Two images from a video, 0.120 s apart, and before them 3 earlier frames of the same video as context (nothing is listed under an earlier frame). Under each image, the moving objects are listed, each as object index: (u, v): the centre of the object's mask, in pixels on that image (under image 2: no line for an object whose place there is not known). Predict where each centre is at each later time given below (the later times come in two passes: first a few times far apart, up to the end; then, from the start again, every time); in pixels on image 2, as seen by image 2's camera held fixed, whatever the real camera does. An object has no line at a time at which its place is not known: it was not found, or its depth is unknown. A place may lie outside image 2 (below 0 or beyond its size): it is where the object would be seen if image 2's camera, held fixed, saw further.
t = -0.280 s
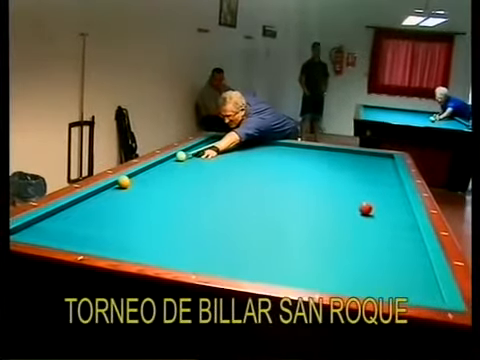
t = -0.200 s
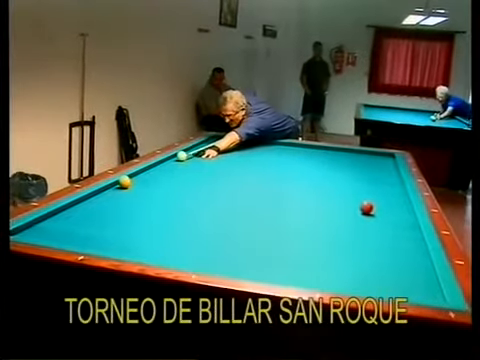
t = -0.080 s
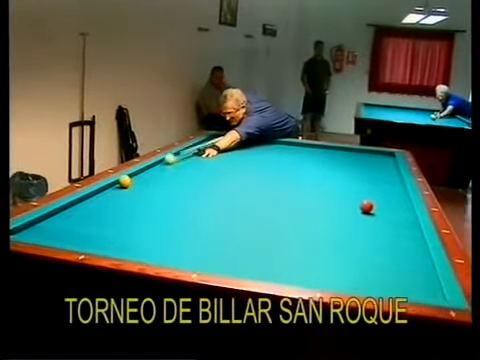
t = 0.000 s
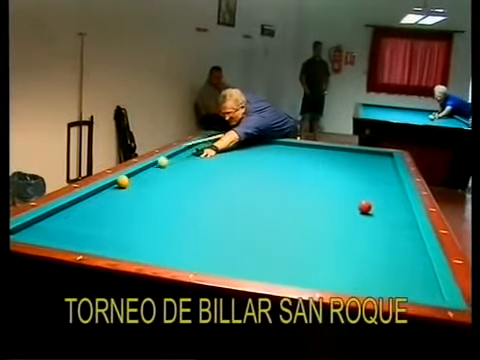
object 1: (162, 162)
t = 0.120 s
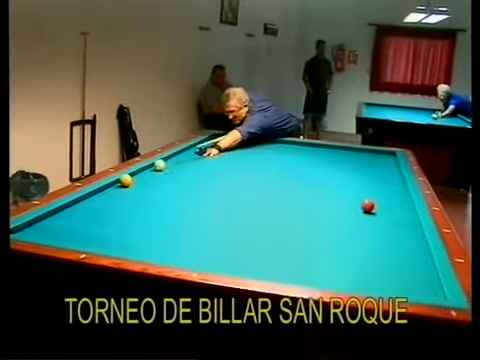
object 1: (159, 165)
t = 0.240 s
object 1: (153, 169)
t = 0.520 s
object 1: (137, 183)
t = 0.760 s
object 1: (121, 196)
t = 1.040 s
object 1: (96, 217)
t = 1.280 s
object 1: (70, 235)
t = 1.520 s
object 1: (106, 232)
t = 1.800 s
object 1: (151, 224)
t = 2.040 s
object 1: (183, 217)
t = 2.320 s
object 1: (218, 209)
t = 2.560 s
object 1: (244, 205)
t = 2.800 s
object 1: (269, 200)
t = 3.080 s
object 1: (294, 196)
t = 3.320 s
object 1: (313, 192)
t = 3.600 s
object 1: (333, 188)
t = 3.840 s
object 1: (349, 185)
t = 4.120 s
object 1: (365, 182)
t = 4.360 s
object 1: (376, 180)
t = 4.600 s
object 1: (388, 177)
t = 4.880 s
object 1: (397, 174)
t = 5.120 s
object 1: (391, 172)
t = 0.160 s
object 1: (157, 166)
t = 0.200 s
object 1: (155, 168)
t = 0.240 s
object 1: (153, 169)
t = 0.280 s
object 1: (151, 171)
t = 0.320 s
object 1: (149, 173)
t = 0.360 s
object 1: (147, 175)
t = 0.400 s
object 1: (145, 176)
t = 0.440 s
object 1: (143, 179)
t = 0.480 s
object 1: (140, 181)
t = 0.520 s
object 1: (137, 183)
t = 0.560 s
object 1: (136, 185)
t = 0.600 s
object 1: (132, 187)
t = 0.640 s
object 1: (130, 189)
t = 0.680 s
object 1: (127, 192)
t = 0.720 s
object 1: (124, 194)
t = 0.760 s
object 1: (121, 196)
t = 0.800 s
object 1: (118, 199)
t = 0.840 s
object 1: (115, 202)
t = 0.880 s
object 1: (111, 204)
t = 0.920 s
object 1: (108, 207)
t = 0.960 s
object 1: (104, 210)
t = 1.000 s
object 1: (100, 213)
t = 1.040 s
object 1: (96, 217)
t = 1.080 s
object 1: (93, 220)
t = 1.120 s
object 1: (88, 223)
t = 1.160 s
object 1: (84, 226)
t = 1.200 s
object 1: (79, 230)
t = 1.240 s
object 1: (74, 232)
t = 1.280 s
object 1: (70, 235)
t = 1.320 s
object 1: (69, 237)
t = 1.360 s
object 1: (76, 235)
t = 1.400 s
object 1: (84, 235)
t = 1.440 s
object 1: (93, 234)
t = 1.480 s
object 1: (100, 233)
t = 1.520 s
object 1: (106, 232)
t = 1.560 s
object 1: (113, 231)
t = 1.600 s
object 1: (120, 230)
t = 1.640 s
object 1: (127, 229)
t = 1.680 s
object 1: (133, 228)
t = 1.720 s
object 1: (139, 226)
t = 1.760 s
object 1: (145, 225)
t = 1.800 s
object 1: (151, 224)
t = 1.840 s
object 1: (157, 223)
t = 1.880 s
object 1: (162, 221)
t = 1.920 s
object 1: (167, 220)
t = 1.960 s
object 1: (173, 219)
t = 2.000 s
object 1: (178, 218)
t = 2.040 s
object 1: (183, 217)
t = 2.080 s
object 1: (189, 216)
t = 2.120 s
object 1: (194, 214)
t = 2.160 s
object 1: (199, 213)
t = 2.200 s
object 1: (204, 212)
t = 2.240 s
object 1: (209, 211)
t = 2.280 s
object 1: (213, 211)
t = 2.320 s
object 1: (218, 209)
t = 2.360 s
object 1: (223, 208)
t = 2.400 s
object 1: (228, 208)
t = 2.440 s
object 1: (232, 207)
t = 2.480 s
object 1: (237, 207)
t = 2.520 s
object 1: (241, 206)
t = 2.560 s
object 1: (244, 205)
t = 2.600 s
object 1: (249, 205)
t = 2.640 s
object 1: (253, 204)
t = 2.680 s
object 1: (257, 203)
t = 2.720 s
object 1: (262, 202)
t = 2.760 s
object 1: (265, 201)
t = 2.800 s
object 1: (269, 200)
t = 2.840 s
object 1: (273, 200)
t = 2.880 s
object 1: (277, 199)
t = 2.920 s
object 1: (280, 199)
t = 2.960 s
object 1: (284, 198)
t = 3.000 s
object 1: (287, 197)
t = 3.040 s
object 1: (291, 196)
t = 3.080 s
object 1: (294, 196)
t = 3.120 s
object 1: (297, 195)
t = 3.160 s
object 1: (301, 194)
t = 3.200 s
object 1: (304, 194)
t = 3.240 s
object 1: (308, 193)
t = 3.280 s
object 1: (311, 193)
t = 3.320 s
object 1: (313, 192)
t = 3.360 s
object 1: (316, 191)
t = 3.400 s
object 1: (318, 191)
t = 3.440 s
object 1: (322, 190)
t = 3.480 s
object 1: (325, 190)
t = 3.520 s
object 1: (328, 189)
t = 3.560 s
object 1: (330, 188)
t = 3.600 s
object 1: (333, 188)
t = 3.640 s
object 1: (335, 187)
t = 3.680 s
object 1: (339, 187)
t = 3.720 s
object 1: (342, 186)
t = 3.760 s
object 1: (344, 186)
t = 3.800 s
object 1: (347, 185)
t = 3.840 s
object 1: (349, 185)
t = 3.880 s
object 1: (351, 184)
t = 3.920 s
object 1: (354, 184)
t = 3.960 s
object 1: (356, 183)
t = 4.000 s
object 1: (358, 183)
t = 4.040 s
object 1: (360, 183)
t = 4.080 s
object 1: (363, 182)
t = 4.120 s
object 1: (365, 182)
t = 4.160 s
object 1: (367, 182)
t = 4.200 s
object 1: (369, 181)
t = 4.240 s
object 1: (371, 181)
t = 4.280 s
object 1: (373, 181)
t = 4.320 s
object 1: (375, 180)
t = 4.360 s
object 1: (376, 180)
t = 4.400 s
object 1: (378, 179)
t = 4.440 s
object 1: (381, 179)
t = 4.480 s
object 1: (382, 178)
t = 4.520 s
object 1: (384, 178)
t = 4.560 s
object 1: (385, 178)
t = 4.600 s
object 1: (388, 177)
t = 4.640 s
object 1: (390, 177)
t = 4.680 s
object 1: (392, 176)
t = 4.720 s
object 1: (393, 176)
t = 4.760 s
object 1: (395, 175)
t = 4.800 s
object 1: (397, 175)
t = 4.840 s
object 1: (398, 175)
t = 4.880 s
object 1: (397, 174)
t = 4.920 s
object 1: (396, 174)
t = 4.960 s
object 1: (396, 173)
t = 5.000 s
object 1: (394, 173)
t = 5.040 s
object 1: (393, 173)
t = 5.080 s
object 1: (392, 172)
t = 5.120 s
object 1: (391, 172)
